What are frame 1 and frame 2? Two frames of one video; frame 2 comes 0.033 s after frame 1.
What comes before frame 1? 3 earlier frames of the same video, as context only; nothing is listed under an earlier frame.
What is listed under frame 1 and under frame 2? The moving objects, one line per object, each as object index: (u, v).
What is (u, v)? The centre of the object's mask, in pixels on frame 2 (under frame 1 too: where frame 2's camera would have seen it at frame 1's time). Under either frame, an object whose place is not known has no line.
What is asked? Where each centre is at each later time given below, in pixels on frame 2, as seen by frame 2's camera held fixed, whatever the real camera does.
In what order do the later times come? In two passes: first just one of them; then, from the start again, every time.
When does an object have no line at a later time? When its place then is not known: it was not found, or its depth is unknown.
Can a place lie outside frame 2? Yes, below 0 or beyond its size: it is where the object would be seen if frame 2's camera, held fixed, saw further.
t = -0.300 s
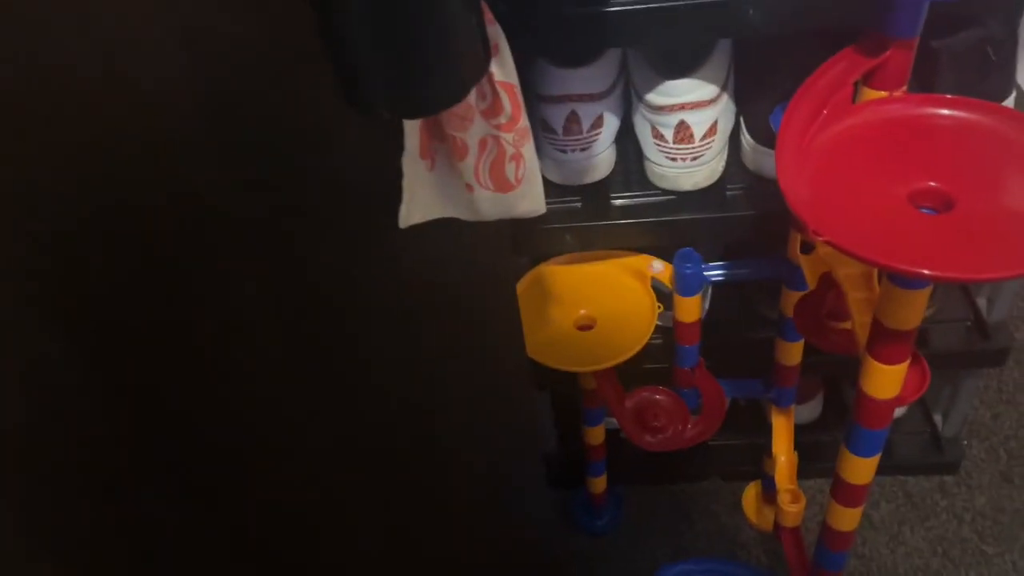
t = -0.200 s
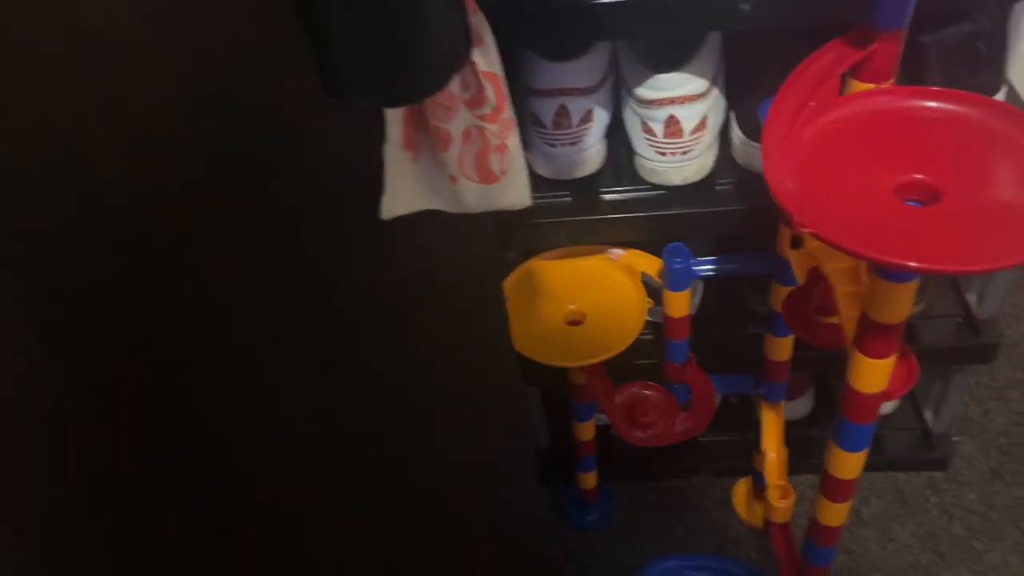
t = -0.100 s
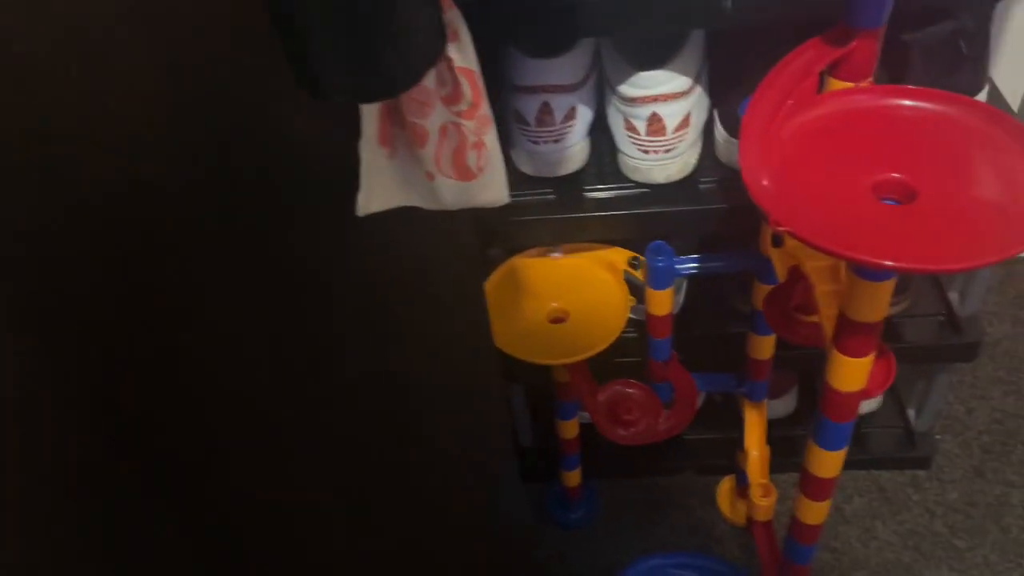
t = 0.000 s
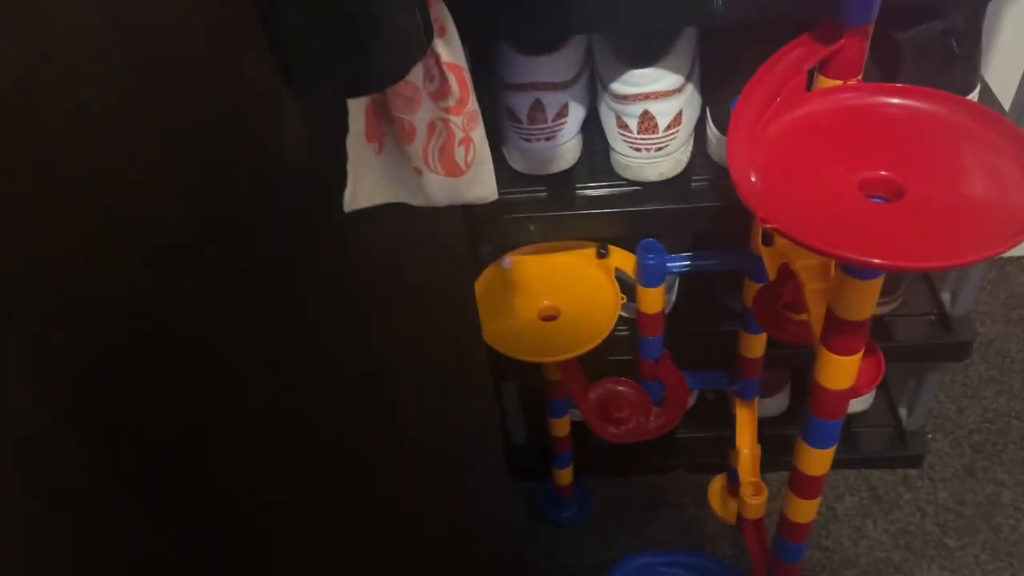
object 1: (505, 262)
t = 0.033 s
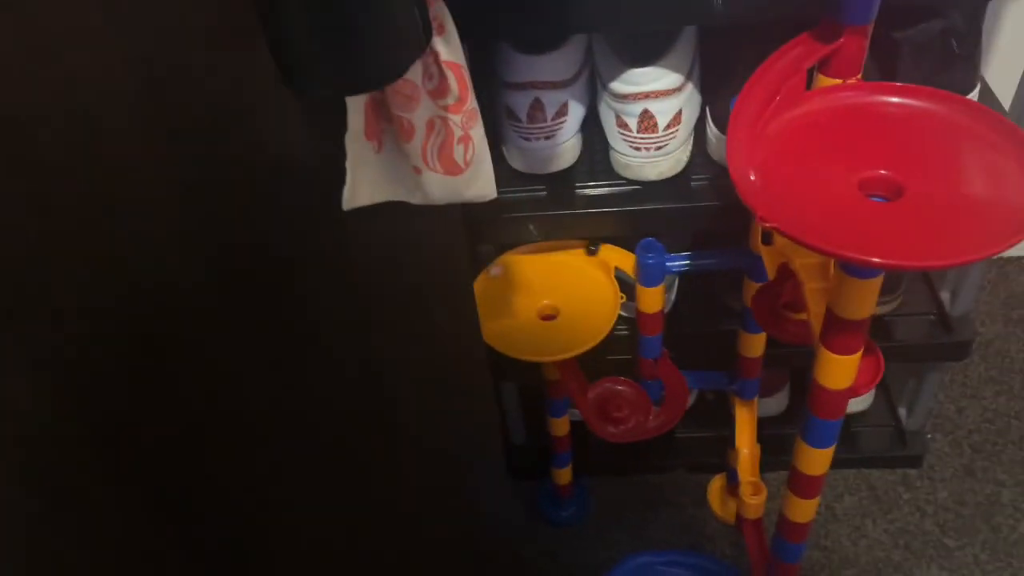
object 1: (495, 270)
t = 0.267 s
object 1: (508, 344)
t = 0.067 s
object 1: (487, 280)
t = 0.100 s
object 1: (481, 291)
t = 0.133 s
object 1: (480, 303)
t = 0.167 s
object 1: (483, 315)
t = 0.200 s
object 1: (487, 326)
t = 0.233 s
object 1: (494, 336)
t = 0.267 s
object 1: (508, 344)
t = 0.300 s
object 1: (524, 349)
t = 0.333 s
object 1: (539, 350)
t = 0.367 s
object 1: (556, 350)
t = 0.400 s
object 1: (573, 344)
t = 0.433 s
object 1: (587, 337)
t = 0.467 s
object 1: (598, 330)
